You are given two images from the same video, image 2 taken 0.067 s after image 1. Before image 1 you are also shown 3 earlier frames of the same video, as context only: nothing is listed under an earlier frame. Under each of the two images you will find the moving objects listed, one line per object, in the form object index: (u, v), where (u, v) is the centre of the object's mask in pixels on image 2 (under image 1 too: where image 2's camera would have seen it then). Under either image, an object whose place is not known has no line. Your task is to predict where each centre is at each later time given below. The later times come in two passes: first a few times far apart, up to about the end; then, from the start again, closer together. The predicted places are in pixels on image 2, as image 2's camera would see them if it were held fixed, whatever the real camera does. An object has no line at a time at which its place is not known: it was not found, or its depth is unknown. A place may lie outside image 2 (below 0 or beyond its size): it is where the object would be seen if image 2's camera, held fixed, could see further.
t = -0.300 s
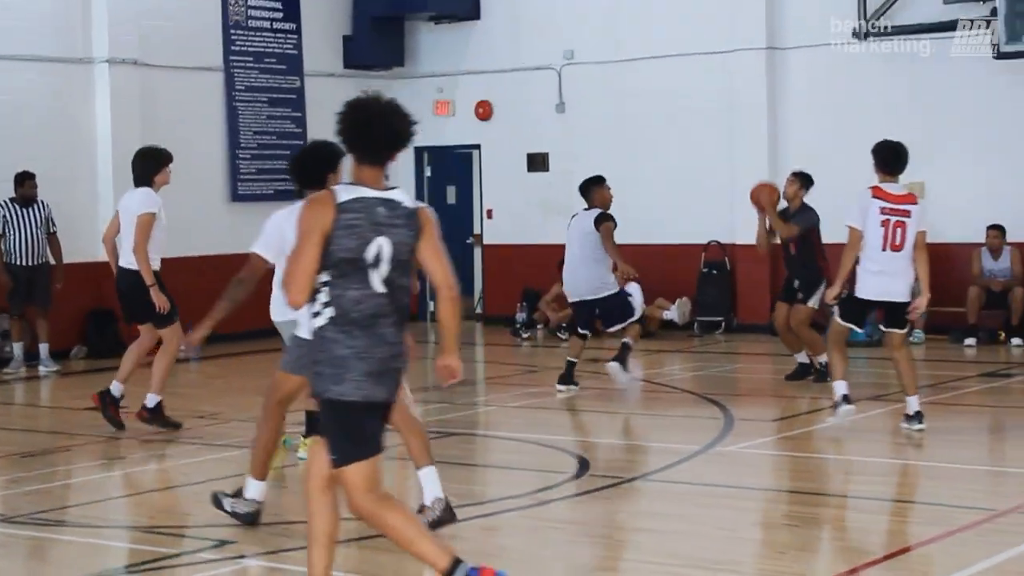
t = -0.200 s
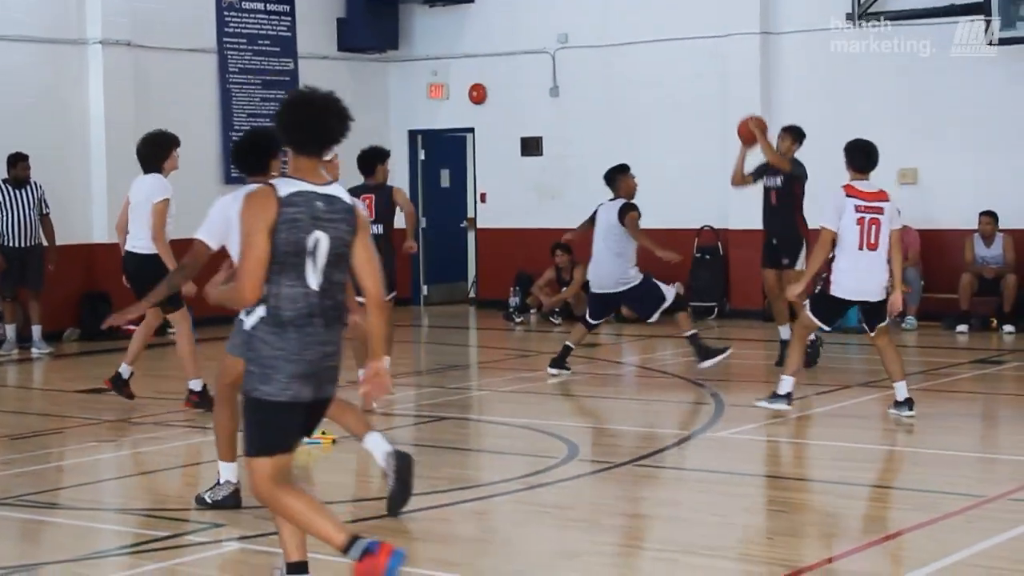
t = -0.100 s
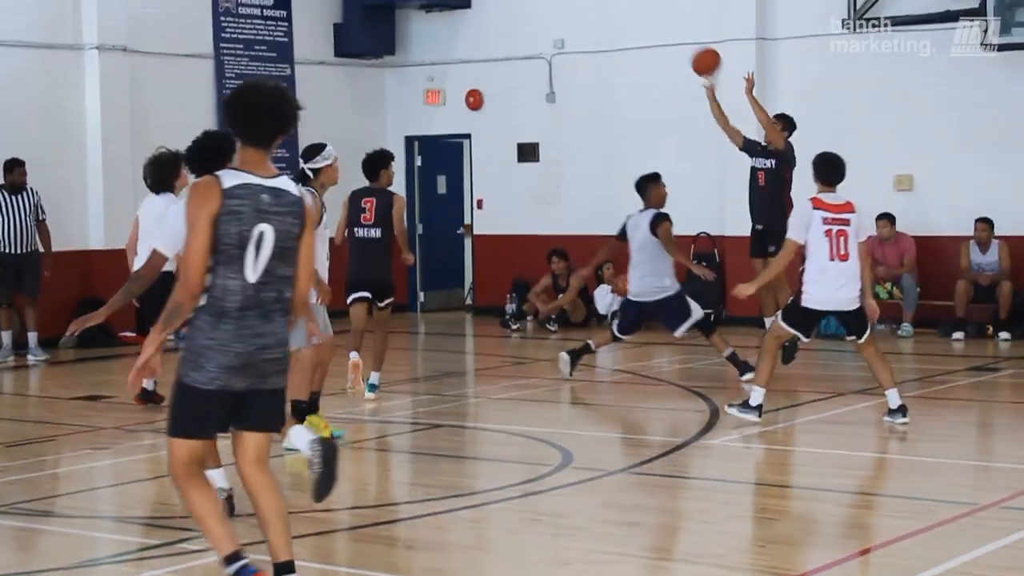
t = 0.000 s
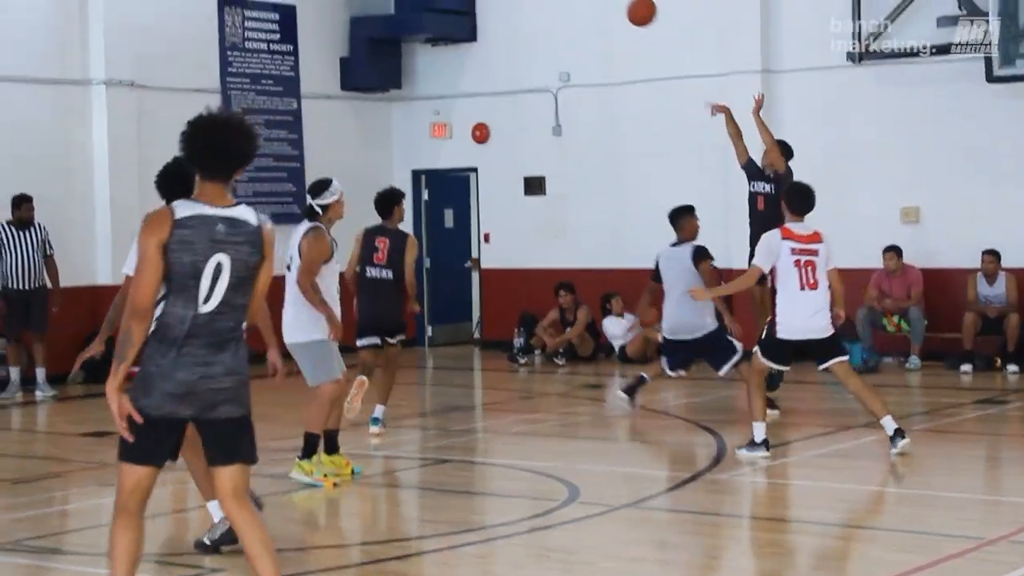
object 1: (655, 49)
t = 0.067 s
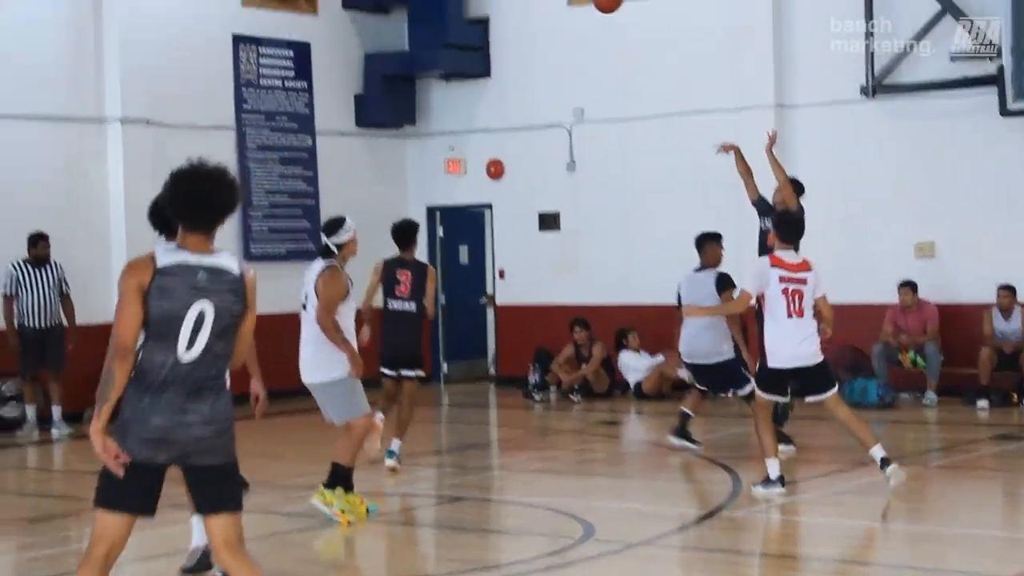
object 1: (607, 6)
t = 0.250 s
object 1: (475, -100)
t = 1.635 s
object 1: (56, 35)
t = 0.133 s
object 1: (559, -38)
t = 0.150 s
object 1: (546, -47)
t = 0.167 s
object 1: (534, -56)
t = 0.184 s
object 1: (522, -65)
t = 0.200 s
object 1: (510, -74)
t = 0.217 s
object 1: (499, -83)
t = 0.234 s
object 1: (486, -92)
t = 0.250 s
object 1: (475, -100)
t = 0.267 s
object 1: (462, -108)
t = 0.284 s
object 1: (451, -117)
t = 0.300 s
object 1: (439, -125)
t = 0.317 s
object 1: (427, -132)
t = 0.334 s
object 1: (415, -139)
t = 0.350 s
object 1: (403, -146)
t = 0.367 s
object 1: (392, -153)
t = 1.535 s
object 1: (1, 16)
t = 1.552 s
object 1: (11, 18)
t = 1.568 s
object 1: (20, 20)
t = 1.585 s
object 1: (29, 23)
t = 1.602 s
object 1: (38, 27)
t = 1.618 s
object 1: (47, 30)
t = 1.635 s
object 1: (56, 35)
